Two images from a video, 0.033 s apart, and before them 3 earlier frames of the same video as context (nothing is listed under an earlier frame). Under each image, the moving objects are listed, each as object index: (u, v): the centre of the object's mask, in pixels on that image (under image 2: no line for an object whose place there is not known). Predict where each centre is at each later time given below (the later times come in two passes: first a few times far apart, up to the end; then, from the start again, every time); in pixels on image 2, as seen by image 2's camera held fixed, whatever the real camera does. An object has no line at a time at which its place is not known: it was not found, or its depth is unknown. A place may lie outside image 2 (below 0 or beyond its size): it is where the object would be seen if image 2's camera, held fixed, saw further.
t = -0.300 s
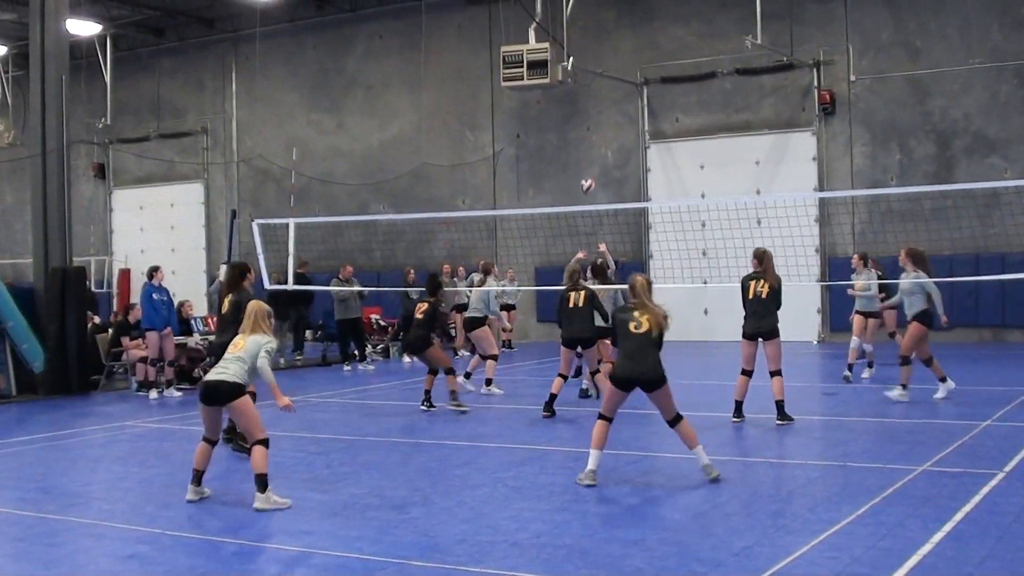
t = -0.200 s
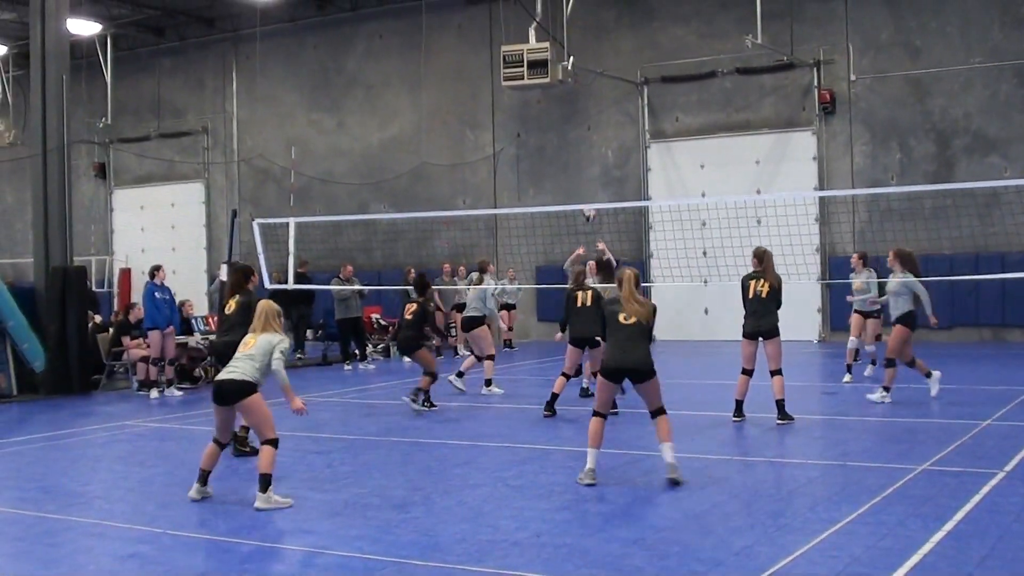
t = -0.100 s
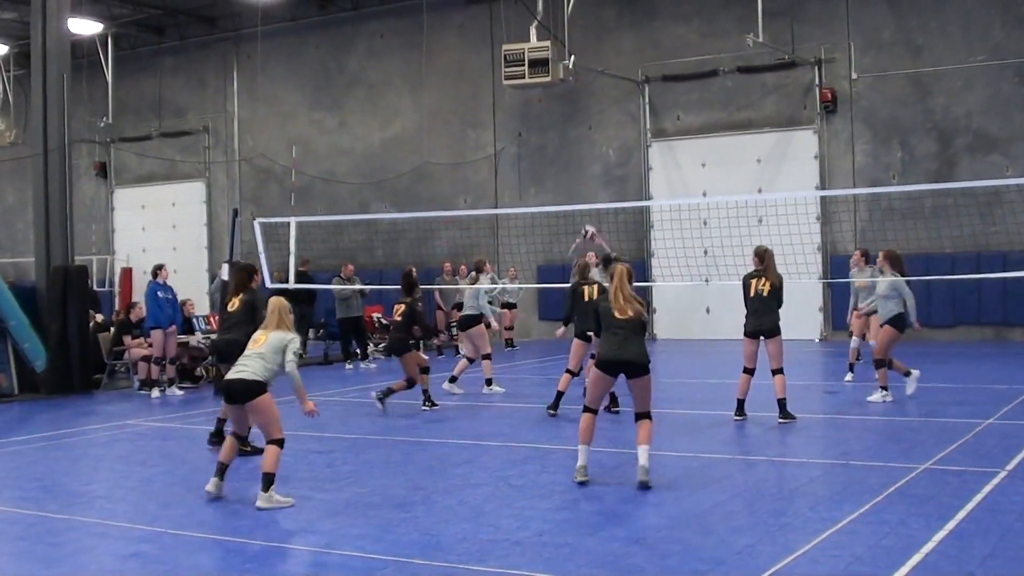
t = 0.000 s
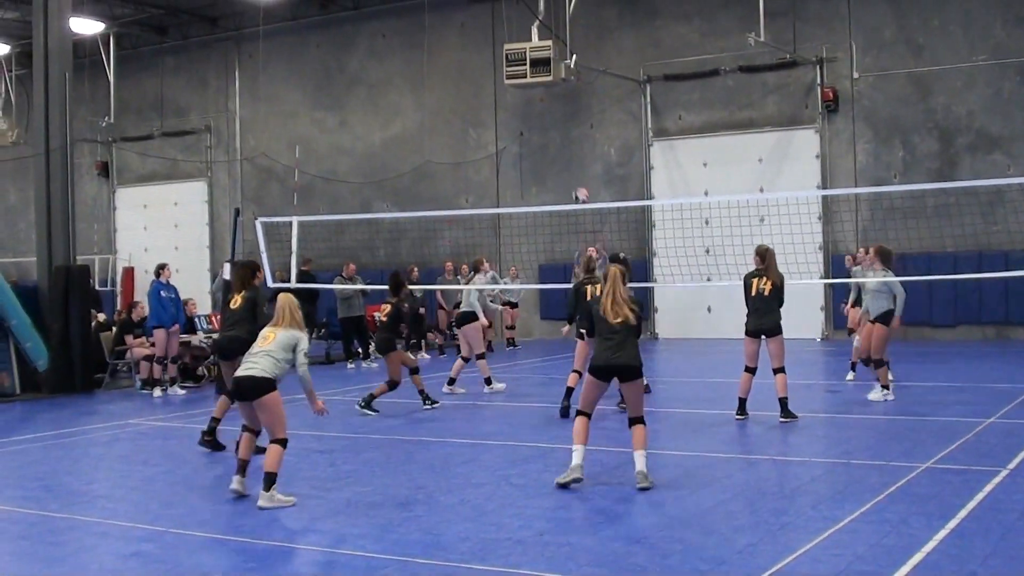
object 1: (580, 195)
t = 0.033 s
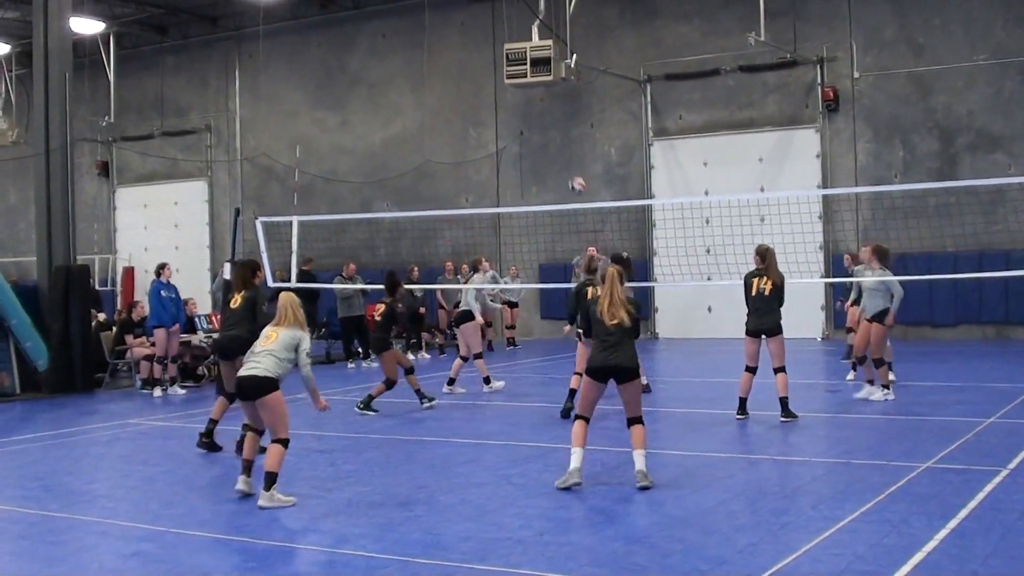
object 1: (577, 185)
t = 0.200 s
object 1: (556, 140)
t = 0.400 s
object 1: (526, 110)
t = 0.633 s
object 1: (487, 119)
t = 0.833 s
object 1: (448, 185)
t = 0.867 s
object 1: (441, 203)
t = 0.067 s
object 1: (573, 175)
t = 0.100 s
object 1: (569, 165)
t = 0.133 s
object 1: (565, 156)
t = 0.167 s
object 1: (560, 148)
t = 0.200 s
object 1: (556, 140)
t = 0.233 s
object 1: (551, 134)
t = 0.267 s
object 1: (546, 128)
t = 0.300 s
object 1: (541, 123)
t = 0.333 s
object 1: (536, 118)
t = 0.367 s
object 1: (531, 114)
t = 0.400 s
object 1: (526, 110)
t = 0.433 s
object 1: (520, 108)
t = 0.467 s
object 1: (515, 107)
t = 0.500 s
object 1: (510, 106)
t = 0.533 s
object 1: (504, 108)
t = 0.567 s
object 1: (499, 110)
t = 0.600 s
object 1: (493, 114)
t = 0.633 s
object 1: (487, 119)
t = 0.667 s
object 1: (481, 126)
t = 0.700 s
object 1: (475, 135)
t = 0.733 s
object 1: (468, 145)
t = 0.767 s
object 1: (462, 157)
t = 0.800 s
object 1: (455, 169)
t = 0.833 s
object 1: (448, 185)
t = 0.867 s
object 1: (441, 203)
